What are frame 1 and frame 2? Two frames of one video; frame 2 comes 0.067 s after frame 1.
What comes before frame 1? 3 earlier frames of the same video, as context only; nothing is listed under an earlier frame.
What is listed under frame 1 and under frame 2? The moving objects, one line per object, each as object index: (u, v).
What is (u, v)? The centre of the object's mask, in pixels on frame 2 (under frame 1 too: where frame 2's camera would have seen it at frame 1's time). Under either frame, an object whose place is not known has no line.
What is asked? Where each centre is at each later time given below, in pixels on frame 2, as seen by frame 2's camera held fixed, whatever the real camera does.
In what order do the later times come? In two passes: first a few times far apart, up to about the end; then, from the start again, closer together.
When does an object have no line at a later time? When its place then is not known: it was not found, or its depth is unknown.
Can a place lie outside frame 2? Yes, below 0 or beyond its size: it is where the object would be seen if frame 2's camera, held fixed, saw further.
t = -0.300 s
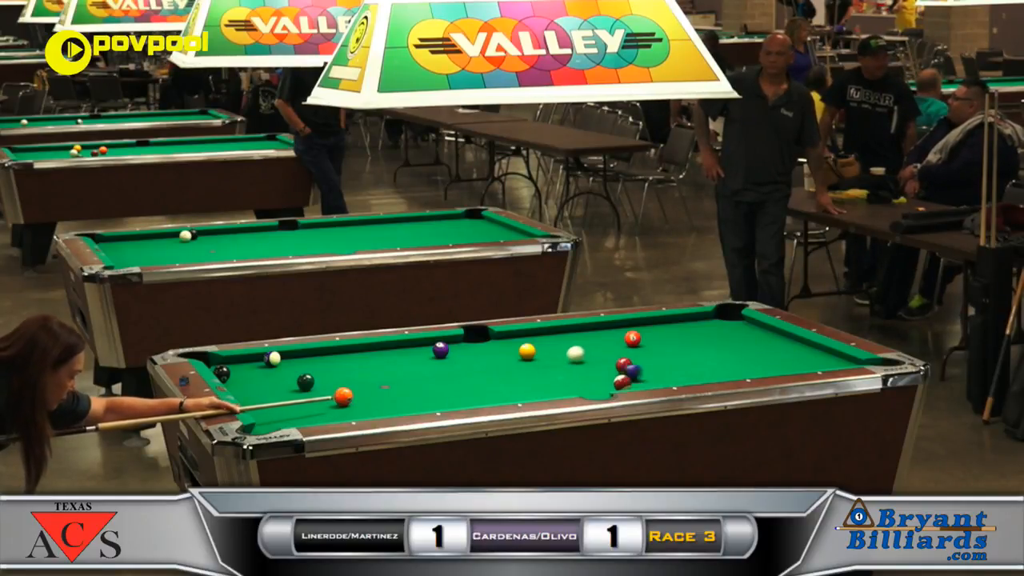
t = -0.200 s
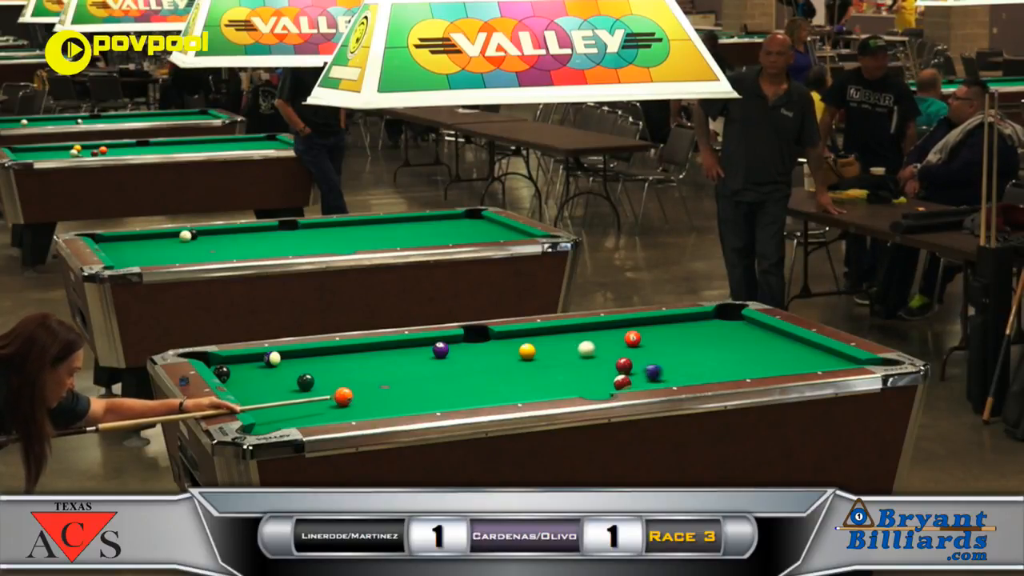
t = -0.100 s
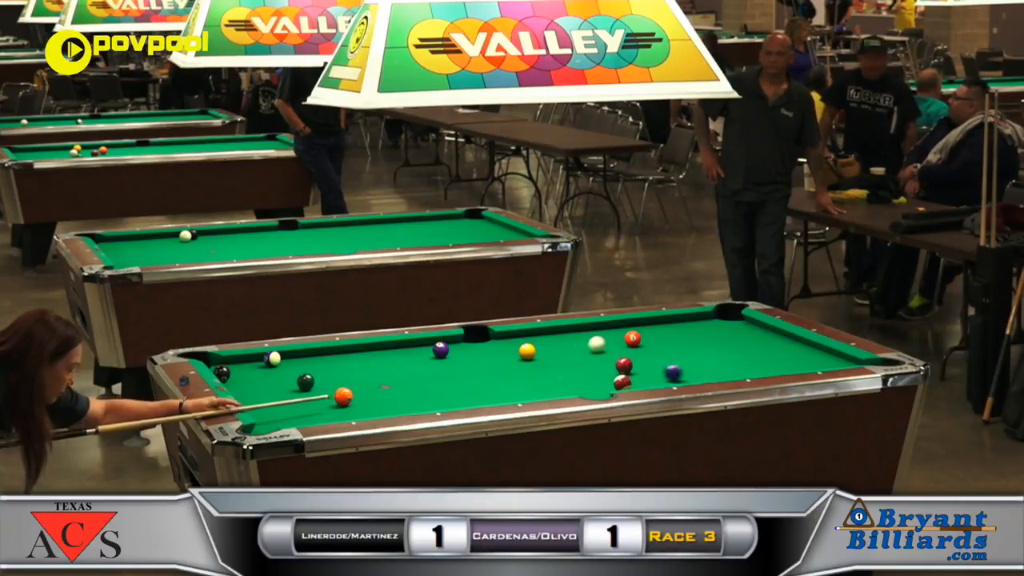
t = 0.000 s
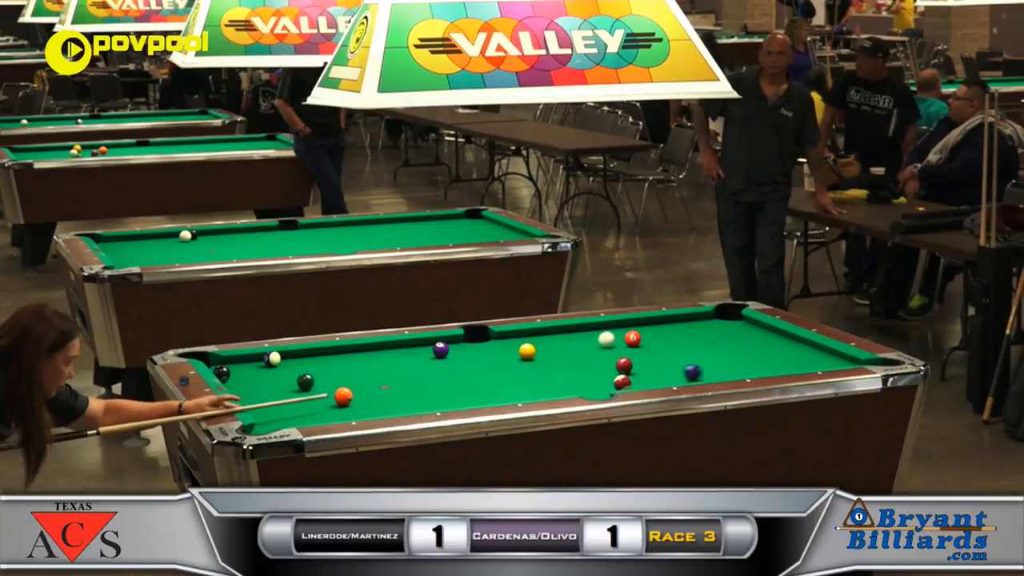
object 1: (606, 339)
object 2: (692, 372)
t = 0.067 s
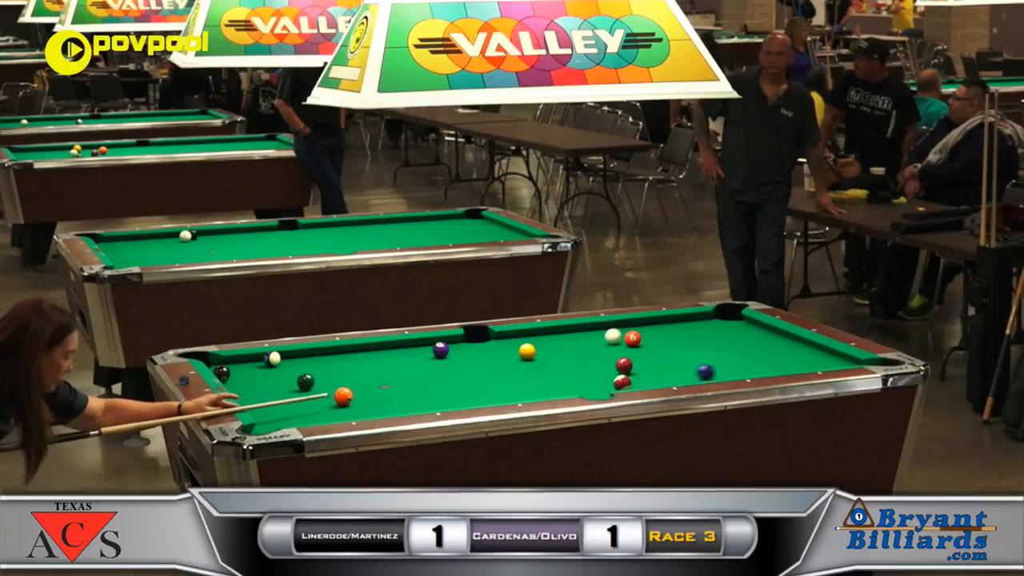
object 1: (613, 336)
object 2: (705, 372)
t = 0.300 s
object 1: (634, 325)
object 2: (749, 371)
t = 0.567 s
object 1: (662, 321)
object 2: (795, 368)
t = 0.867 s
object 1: (696, 322)
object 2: (821, 364)
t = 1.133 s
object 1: (725, 323)
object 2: (841, 361)
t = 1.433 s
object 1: (756, 325)
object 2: (839, 360)
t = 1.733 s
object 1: (752, 328)
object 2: (820, 360)
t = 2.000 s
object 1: (747, 331)
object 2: (805, 361)
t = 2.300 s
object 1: (741, 334)
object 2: (790, 361)
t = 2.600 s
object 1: (736, 337)
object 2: (778, 361)
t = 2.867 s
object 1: (732, 339)
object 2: (768, 361)
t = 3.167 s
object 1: (728, 341)
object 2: (761, 361)
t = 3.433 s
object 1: (724, 342)
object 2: (755, 361)
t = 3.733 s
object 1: (721, 343)
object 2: (752, 361)
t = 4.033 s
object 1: (719, 344)
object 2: (750, 361)
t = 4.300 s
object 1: (718, 344)
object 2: (749, 361)
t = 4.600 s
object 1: (718, 344)
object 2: (750, 361)
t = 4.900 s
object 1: (718, 344)
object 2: (750, 361)
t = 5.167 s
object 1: (718, 344)
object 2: (750, 361)
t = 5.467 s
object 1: (718, 344)
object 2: (750, 361)
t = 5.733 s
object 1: (718, 344)
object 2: (750, 361)
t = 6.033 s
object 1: (718, 344)
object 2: (750, 361)
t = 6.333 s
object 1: (718, 344)
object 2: (750, 361)
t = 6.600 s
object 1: (718, 344)
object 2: (750, 361)
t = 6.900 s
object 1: (718, 344)
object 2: (750, 361)
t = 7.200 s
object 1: (718, 344)
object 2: (750, 361)
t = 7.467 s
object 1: (718, 344)
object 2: (750, 361)
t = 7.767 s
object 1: (718, 344)
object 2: (750, 361)
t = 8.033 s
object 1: (718, 344)
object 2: (750, 361)
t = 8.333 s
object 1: (718, 344)
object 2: (750, 361)
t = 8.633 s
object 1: (718, 344)
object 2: (750, 361)
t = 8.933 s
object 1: (718, 344)
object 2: (750, 361)
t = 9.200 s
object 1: (718, 344)
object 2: (750, 361)
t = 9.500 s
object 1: (718, 344)
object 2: (750, 361)
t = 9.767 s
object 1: (718, 344)
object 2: (750, 361)
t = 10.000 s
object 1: (718, 344)
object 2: (750, 361)
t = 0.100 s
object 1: (616, 335)
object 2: (711, 372)
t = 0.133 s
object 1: (618, 333)
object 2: (718, 372)
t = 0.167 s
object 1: (621, 331)
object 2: (724, 372)
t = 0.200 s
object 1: (624, 329)
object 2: (730, 372)
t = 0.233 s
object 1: (627, 327)
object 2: (737, 371)
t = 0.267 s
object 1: (631, 326)
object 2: (743, 371)
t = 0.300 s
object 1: (634, 325)
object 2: (749, 371)
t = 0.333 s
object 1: (637, 324)
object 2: (755, 370)
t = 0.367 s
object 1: (640, 323)
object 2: (761, 370)
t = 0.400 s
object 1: (643, 322)
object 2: (768, 370)
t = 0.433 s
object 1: (645, 321)
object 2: (774, 369)
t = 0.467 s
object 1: (649, 320)
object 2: (780, 369)
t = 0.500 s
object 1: (653, 321)
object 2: (786, 369)
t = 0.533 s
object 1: (658, 321)
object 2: (791, 369)
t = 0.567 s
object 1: (662, 321)
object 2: (795, 368)
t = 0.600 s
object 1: (666, 321)
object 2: (798, 368)
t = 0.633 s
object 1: (669, 321)
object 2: (801, 367)
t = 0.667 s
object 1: (674, 321)
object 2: (804, 367)
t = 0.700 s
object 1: (677, 322)
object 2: (807, 366)
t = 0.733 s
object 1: (681, 322)
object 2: (810, 366)
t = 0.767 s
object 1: (685, 322)
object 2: (813, 366)
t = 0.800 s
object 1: (689, 322)
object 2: (815, 365)
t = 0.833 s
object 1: (693, 322)
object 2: (818, 365)
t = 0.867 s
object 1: (696, 322)
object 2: (821, 364)
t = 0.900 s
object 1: (700, 322)
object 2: (824, 364)
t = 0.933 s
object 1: (704, 322)
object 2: (826, 363)
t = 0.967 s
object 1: (707, 323)
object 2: (829, 363)
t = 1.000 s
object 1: (711, 323)
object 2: (832, 362)
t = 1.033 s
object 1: (715, 323)
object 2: (834, 362)
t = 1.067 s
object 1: (718, 323)
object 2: (836, 361)
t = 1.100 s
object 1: (721, 323)
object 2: (839, 361)
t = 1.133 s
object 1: (725, 323)
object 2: (841, 361)
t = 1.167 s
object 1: (729, 323)
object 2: (844, 360)
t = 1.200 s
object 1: (732, 324)
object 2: (846, 360)
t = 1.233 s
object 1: (736, 324)
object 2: (848, 360)
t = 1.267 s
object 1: (739, 324)
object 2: (850, 359)
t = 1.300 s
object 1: (743, 324)
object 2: (848, 359)
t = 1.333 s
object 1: (746, 324)
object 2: (845, 360)
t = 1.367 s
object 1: (749, 325)
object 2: (844, 360)
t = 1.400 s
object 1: (753, 325)
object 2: (841, 360)
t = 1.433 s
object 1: (756, 325)
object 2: (839, 360)
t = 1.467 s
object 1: (757, 325)
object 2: (837, 359)
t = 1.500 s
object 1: (757, 325)
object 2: (835, 359)
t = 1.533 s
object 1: (756, 326)
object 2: (832, 360)
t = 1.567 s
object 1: (755, 326)
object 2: (830, 360)
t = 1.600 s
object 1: (755, 327)
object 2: (829, 360)
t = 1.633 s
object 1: (754, 327)
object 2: (826, 360)
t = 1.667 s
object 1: (754, 327)
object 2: (824, 360)
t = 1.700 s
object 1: (753, 328)
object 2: (822, 360)
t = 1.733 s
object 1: (752, 328)
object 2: (820, 360)
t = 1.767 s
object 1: (752, 329)
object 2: (818, 360)
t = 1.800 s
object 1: (751, 329)
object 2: (816, 360)
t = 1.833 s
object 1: (751, 329)
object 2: (814, 360)
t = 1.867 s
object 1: (750, 330)
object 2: (812, 360)
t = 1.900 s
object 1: (749, 330)
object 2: (810, 361)
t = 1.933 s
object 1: (749, 330)
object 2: (809, 361)
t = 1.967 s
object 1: (748, 331)
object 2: (807, 361)
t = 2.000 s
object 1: (747, 331)
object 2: (805, 361)
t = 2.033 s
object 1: (746, 331)
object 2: (803, 361)
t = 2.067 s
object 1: (746, 332)
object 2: (802, 361)
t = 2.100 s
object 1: (745, 332)
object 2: (800, 361)
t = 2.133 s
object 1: (745, 332)
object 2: (798, 361)
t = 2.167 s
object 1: (744, 333)
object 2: (796, 361)
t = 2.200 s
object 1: (744, 333)
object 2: (795, 361)
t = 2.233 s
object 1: (743, 333)
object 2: (793, 361)
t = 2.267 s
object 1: (742, 334)
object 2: (792, 361)
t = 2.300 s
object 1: (741, 334)
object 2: (790, 361)
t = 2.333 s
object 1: (741, 334)
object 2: (789, 361)
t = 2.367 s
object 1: (740, 335)
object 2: (787, 361)
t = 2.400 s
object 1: (740, 335)
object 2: (786, 361)
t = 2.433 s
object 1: (739, 335)
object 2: (784, 361)
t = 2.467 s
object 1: (739, 336)
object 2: (783, 361)
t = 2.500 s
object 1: (738, 336)
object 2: (782, 361)
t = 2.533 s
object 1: (737, 336)
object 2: (780, 361)
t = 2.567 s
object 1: (736, 336)
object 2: (779, 361)
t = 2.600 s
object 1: (736, 337)
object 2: (778, 361)
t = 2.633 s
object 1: (735, 337)
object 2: (776, 361)
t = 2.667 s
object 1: (735, 337)
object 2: (775, 361)
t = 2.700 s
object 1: (734, 337)
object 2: (774, 361)
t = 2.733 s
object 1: (734, 338)
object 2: (773, 361)
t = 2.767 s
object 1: (733, 338)
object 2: (772, 361)
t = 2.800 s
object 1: (733, 338)
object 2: (771, 361)
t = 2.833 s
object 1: (732, 338)
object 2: (769, 361)
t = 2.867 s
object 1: (732, 339)
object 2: (768, 361)
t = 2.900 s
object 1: (731, 339)
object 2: (768, 361)
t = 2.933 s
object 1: (731, 339)
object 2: (767, 361)
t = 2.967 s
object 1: (730, 339)
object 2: (766, 361)
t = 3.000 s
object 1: (730, 340)
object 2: (765, 361)
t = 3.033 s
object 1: (729, 340)
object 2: (764, 361)
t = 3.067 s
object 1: (729, 340)
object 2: (763, 361)
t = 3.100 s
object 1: (728, 340)
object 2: (762, 361)
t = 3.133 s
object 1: (728, 340)
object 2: (762, 361)
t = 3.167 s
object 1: (728, 341)
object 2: (761, 361)
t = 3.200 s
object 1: (727, 341)
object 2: (760, 361)
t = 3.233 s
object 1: (727, 341)
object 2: (759, 361)
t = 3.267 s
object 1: (726, 341)
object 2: (759, 361)
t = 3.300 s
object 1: (726, 341)
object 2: (758, 361)
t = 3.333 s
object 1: (726, 341)
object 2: (757, 361)
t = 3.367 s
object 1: (725, 342)
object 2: (757, 361)
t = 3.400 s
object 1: (724, 342)
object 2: (756, 361)
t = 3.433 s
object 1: (724, 342)
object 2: (755, 361)
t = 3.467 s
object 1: (724, 342)
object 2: (755, 361)
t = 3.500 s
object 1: (723, 342)
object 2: (754, 361)
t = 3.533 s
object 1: (723, 342)
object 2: (754, 361)
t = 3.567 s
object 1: (723, 342)
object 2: (753, 361)
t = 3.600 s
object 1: (722, 342)
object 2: (753, 361)
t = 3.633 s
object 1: (722, 343)
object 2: (753, 361)
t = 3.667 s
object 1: (722, 343)
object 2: (752, 361)
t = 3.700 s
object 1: (721, 343)
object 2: (752, 361)
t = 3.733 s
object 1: (721, 343)
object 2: (752, 361)
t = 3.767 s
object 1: (721, 343)
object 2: (751, 361)
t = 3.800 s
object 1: (721, 343)
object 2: (751, 361)
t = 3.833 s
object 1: (720, 343)
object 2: (751, 361)
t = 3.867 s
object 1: (720, 343)
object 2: (751, 361)
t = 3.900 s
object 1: (720, 343)
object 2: (750, 361)
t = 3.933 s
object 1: (720, 343)
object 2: (750, 361)
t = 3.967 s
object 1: (719, 344)
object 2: (750, 361)
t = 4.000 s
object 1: (719, 344)
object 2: (750, 361)
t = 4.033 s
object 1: (719, 344)
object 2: (750, 361)
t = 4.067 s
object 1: (719, 344)
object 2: (750, 361)
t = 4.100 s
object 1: (719, 344)
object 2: (750, 361)
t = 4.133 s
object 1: (718, 344)
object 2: (750, 361)
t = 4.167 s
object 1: (718, 344)
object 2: (750, 361)
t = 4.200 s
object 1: (718, 344)
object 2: (749, 361)
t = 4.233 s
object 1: (718, 344)
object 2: (749, 361)
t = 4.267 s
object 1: (718, 344)
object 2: (749, 361)
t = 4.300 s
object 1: (718, 344)
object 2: (749, 361)
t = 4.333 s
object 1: (718, 344)
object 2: (749, 361)
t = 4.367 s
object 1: (718, 344)
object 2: (749, 361)
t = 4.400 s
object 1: (718, 344)
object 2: (749, 361)
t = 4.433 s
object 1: (718, 344)
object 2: (750, 361)
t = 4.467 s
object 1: (718, 344)
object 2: (750, 361)
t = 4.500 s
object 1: (718, 344)
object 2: (750, 361)
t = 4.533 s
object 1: (718, 344)
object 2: (750, 361)
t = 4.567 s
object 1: (718, 344)
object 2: (750, 361)
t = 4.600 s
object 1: (718, 344)
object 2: (750, 361)
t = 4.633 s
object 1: (718, 344)
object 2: (750, 361)
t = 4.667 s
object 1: (718, 344)
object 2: (750, 361)
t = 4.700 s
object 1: (718, 344)
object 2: (750, 361)
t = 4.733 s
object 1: (718, 344)
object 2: (750, 361)
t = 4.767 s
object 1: (718, 344)
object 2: (750, 361)
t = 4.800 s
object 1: (718, 344)
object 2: (750, 361)
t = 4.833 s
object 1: (718, 344)
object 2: (750, 361)
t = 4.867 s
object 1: (718, 344)
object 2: (750, 361)
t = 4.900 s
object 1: (718, 344)
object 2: (750, 361)
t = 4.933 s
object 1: (718, 344)
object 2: (750, 361)
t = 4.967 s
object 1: (718, 344)
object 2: (750, 361)
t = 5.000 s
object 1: (718, 344)
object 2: (750, 361)
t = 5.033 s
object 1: (718, 344)
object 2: (750, 361)
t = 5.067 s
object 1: (718, 344)
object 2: (750, 361)
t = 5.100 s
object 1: (718, 344)
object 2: (750, 361)
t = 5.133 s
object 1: (718, 344)
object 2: (750, 361)
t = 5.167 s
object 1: (718, 344)
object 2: (750, 361)
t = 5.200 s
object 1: (718, 344)
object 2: (750, 361)
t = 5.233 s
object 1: (718, 344)
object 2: (750, 361)
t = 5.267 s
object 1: (718, 344)
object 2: (750, 361)
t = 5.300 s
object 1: (718, 344)
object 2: (750, 361)
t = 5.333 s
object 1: (718, 344)
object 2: (750, 361)
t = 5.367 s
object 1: (718, 344)
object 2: (750, 361)
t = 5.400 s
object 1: (718, 344)
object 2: (750, 361)
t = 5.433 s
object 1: (718, 344)
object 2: (750, 361)
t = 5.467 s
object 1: (718, 344)
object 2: (750, 361)
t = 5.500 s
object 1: (718, 344)
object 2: (750, 361)
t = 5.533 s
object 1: (718, 344)
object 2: (750, 361)
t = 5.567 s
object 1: (718, 344)
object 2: (750, 361)
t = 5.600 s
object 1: (718, 344)
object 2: (750, 361)
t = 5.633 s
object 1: (718, 344)
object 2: (750, 361)
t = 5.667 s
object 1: (718, 344)
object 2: (750, 361)
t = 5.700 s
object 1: (718, 344)
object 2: (750, 361)
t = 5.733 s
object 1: (718, 344)
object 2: (750, 361)
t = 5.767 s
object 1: (718, 344)
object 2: (750, 361)
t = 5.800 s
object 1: (718, 344)
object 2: (750, 361)
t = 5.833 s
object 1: (718, 344)
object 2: (750, 361)
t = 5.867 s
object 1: (718, 344)
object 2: (750, 361)
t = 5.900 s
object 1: (718, 344)
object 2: (750, 361)
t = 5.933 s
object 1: (718, 344)
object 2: (750, 361)
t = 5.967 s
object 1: (718, 344)
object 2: (750, 361)
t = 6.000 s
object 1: (718, 344)
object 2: (750, 361)
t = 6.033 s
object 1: (718, 344)
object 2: (750, 361)
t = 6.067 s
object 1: (718, 344)
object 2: (750, 361)
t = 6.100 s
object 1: (718, 344)
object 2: (750, 361)
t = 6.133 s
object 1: (718, 344)
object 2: (750, 361)
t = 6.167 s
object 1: (718, 344)
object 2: (750, 361)
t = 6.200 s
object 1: (718, 344)
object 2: (750, 361)
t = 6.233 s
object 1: (718, 344)
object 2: (750, 361)
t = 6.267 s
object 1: (718, 344)
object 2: (750, 361)
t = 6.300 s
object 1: (718, 344)
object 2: (750, 361)
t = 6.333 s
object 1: (718, 344)
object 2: (750, 361)
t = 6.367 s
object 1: (718, 344)
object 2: (750, 361)
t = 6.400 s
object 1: (718, 344)
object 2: (750, 361)
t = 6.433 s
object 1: (718, 344)
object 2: (750, 361)
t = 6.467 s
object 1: (718, 344)
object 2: (750, 361)
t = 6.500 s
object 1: (718, 344)
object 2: (750, 361)
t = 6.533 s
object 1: (718, 344)
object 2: (750, 361)
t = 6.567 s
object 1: (718, 344)
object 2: (750, 361)
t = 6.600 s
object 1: (718, 344)
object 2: (750, 361)
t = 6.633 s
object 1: (718, 344)
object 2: (750, 361)
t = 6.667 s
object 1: (718, 344)
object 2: (750, 361)
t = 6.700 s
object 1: (718, 344)
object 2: (750, 361)
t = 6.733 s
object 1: (718, 344)
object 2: (750, 361)
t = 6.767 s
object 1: (718, 344)
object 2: (750, 361)
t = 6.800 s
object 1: (718, 344)
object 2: (750, 361)
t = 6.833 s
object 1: (718, 344)
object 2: (750, 361)
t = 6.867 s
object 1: (718, 344)
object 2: (750, 361)
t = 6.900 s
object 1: (718, 344)
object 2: (750, 361)
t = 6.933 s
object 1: (718, 344)
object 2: (750, 361)
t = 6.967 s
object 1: (718, 344)
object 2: (750, 361)
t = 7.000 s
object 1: (718, 344)
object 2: (750, 361)
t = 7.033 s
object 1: (718, 344)
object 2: (750, 361)
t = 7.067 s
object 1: (718, 344)
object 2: (750, 361)
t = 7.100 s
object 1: (718, 344)
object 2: (750, 361)
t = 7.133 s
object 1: (718, 344)
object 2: (750, 361)
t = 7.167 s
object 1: (718, 344)
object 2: (750, 361)
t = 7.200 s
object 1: (718, 344)
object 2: (750, 361)
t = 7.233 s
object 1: (718, 344)
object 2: (750, 361)
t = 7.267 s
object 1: (718, 344)
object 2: (750, 361)
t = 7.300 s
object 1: (718, 344)
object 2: (750, 361)
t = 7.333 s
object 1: (718, 344)
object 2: (750, 361)
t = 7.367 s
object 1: (718, 344)
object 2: (750, 361)
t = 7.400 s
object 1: (718, 344)
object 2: (750, 361)
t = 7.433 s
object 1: (718, 344)
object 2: (750, 361)
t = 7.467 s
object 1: (718, 344)
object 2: (750, 361)
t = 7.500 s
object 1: (718, 344)
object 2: (750, 361)
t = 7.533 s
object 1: (718, 344)
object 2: (750, 361)
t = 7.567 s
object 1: (718, 344)
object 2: (750, 361)
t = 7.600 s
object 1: (718, 344)
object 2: (750, 361)
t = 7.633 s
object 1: (718, 344)
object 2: (750, 361)
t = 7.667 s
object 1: (718, 344)
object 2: (750, 361)
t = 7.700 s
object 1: (718, 344)
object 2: (750, 361)
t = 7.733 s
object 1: (718, 344)
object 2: (750, 361)
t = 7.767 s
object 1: (718, 344)
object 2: (750, 361)
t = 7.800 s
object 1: (718, 344)
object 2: (750, 361)
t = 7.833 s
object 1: (718, 344)
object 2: (750, 361)
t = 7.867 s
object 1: (718, 344)
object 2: (750, 361)
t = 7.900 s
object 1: (718, 344)
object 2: (750, 361)
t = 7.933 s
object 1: (718, 344)
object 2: (750, 361)
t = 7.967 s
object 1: (718, 344)
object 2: (750, 361)
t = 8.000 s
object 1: (718, 344)
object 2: (750, 361)
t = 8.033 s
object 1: (718, 344)
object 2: (750, 361)
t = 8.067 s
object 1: (718, 344)
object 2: (750, 361)
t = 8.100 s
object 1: (718, 344)
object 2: (750, 361)
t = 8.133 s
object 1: (718, 344)
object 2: (750, 361)
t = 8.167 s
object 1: (718, 344)
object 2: (750, 361)
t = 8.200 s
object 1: (718, 344)
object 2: (750, 361)
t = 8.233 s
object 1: (718, 344)
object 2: (750, 361)
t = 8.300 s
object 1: (718, 344)
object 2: (750, 361)
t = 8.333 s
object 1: (718, 344)
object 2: (750, 361)
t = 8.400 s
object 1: (718, 344)
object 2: (750, 361)
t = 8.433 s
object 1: (718, 344)
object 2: (750, 361)
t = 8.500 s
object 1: (718, 344)
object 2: (750, 361)
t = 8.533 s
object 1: (718, 344)
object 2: (750, 361)
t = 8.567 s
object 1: (718, 344)
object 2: (750, 361)
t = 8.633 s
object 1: (718, 344)
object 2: (750, 361)
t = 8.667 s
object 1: (718, 344)
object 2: (750, 361)
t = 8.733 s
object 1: (718, 344)
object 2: (750, 361)
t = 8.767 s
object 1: (718, 344)
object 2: (750, 361)
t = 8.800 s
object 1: (718, 344)
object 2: (750, 361)
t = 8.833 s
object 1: (718, 344)
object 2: (750, 361)
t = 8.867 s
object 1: (718, 344)
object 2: (750, 361)
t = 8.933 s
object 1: (718, 344)
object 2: (750, 361)
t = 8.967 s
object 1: (718, 344)
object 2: (750, 361)
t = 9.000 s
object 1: (718, 344)
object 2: (750, 361)
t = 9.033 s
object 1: (718, 344)
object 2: (750, 361)
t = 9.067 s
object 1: (718, 344)
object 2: (750, 361)
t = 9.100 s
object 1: (718, 344)
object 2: (750, 361)
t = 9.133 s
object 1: (718, 344)
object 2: (750, 361)
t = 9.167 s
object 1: (718, 344)
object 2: (750, 361)
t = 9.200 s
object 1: (718, 344)
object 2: (750, 361)
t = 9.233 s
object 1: (718, 344)
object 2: (750, 361)
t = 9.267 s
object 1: (718, 344)
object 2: (750, 361)
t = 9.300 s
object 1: (718, 344)
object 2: (750, 361)
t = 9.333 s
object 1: (718, 344)
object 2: (750, 361)
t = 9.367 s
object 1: (718, 344)
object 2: (750, 361)
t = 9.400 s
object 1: (718, 344)
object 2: (750, 361)
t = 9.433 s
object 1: (718, 344)
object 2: (750, 361)
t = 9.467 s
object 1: (718, 344)
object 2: (750, 361)
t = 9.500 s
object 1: (718, 344)
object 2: (750, 361)
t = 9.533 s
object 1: (718, 344)
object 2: (750, 361)
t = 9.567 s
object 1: (718, 344)
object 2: (750, 361)
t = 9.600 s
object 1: (718, 344)
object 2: (750, 361)
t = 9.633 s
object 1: (718, 344)
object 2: (750, 361)
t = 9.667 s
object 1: (718, 344)
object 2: (750, 361)
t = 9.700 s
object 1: (718, 344)
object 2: (750, 361)
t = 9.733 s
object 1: (718, 344)
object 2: (750, 361)
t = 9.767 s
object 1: (718, 344)
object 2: (750, 361)
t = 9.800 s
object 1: (718, 344)
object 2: (750, 361)
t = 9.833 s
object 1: (718, 344)
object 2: (750, 361)
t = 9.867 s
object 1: (718, 344)
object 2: (750, 361)
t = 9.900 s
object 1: (718, 344)
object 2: (750, 361)
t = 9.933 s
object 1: (718, 344)
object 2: (750, 361)
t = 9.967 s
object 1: (718, 344)
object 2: (750, 361)
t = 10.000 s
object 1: (718, 344)
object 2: (750, 361)
